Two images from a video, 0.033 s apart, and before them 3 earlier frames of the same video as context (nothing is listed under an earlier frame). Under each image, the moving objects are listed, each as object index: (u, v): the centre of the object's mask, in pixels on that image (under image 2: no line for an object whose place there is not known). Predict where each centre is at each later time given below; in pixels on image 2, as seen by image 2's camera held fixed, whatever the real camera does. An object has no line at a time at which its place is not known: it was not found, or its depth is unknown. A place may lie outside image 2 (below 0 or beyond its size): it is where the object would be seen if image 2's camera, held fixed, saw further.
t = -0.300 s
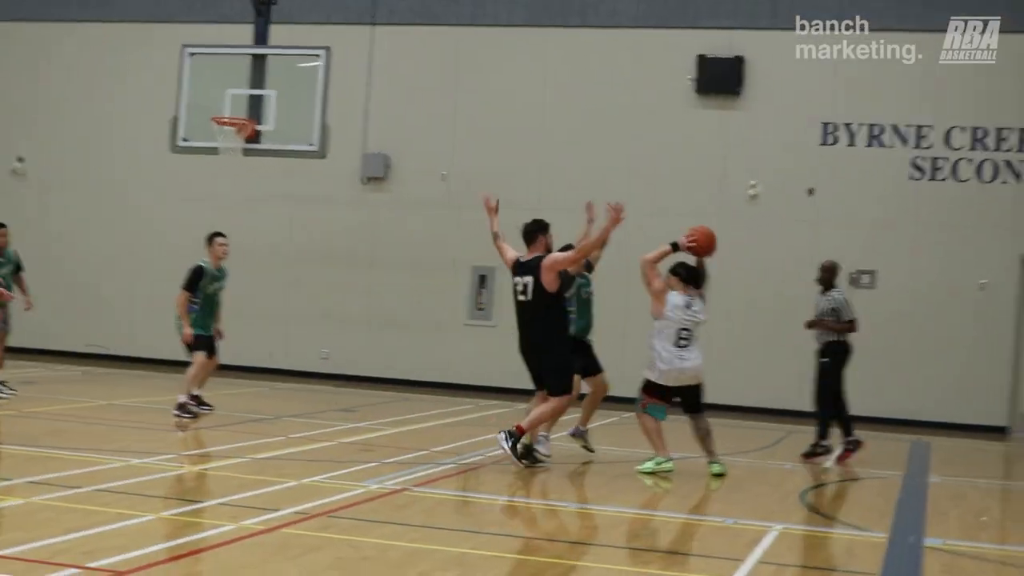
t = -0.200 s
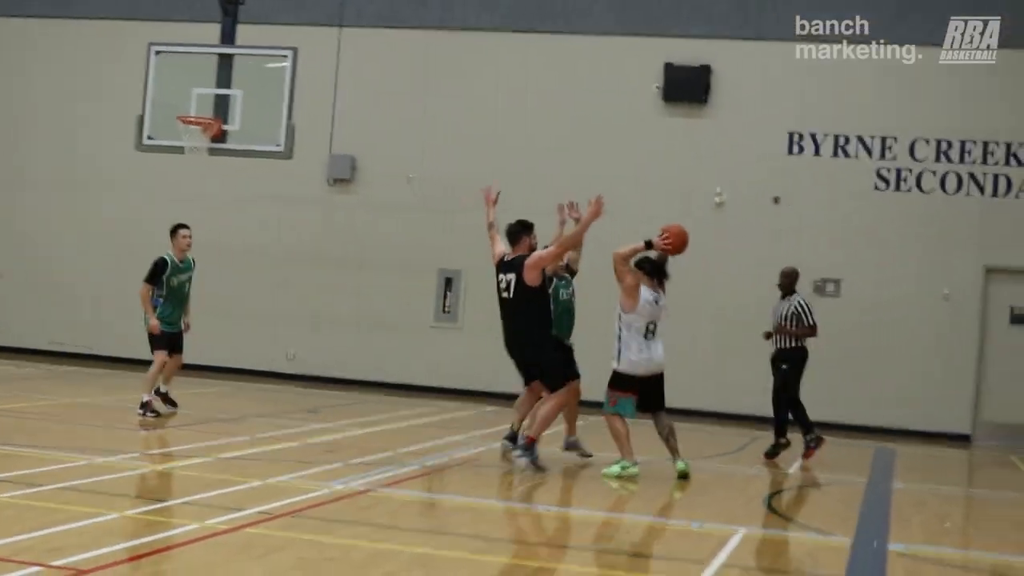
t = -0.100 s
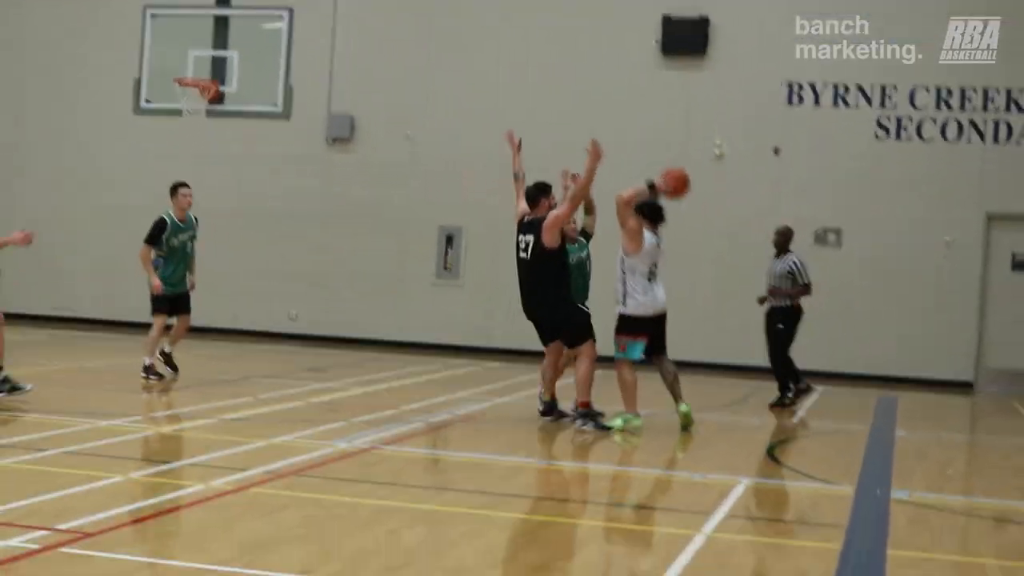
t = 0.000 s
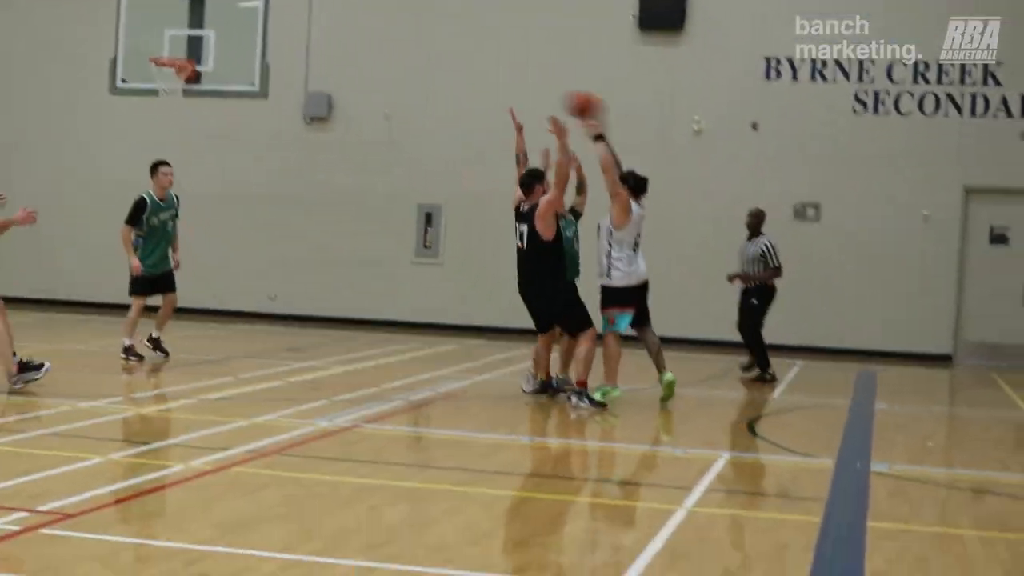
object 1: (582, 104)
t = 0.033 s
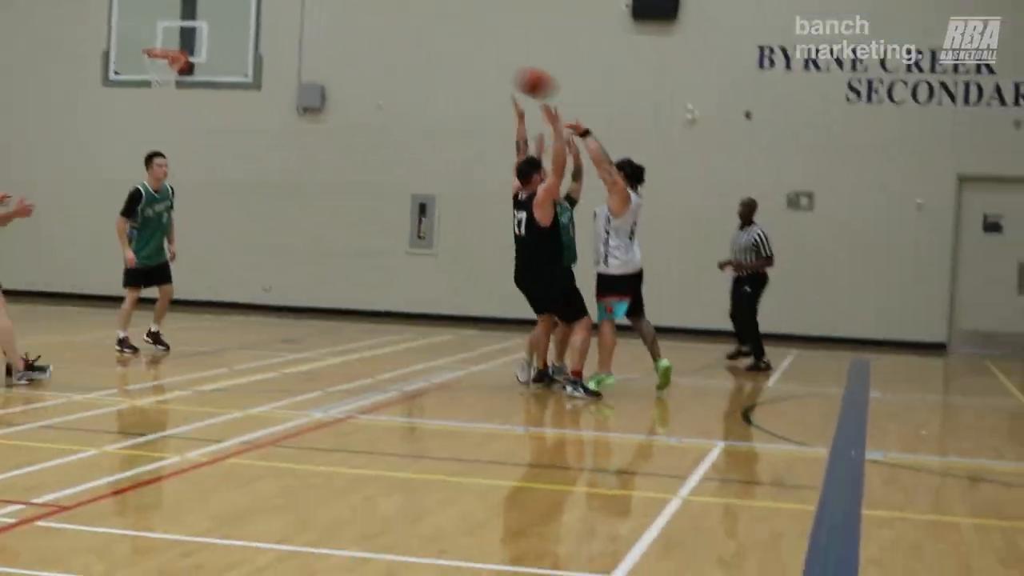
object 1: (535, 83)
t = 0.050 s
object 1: (512, 76)
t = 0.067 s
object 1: (492, 71)
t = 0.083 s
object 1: (471, 66)
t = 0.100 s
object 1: (450, 61)
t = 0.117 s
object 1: (428, 57)
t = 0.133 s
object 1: (408, 52)
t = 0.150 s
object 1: (388, 49)
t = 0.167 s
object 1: (369, 46)
